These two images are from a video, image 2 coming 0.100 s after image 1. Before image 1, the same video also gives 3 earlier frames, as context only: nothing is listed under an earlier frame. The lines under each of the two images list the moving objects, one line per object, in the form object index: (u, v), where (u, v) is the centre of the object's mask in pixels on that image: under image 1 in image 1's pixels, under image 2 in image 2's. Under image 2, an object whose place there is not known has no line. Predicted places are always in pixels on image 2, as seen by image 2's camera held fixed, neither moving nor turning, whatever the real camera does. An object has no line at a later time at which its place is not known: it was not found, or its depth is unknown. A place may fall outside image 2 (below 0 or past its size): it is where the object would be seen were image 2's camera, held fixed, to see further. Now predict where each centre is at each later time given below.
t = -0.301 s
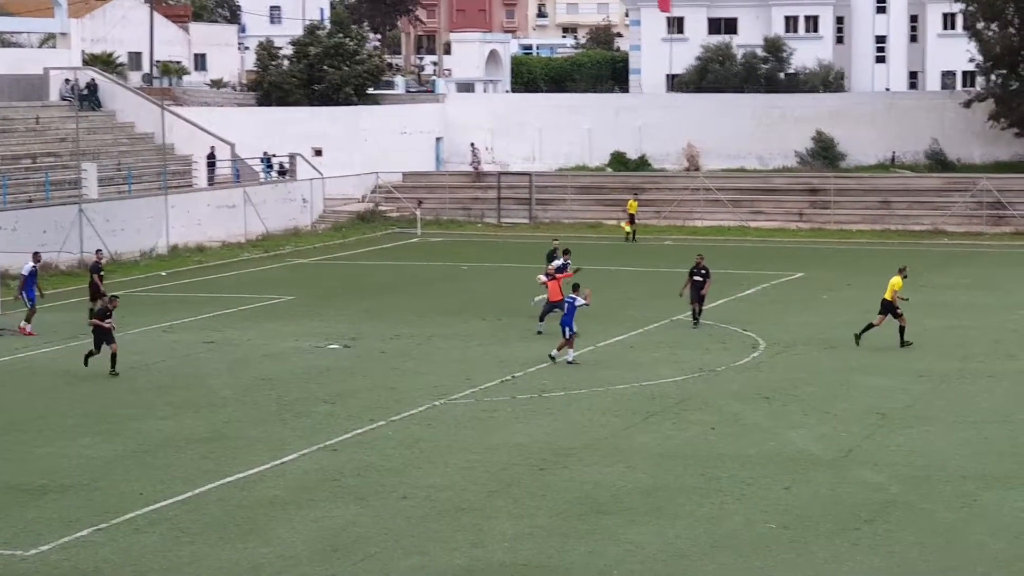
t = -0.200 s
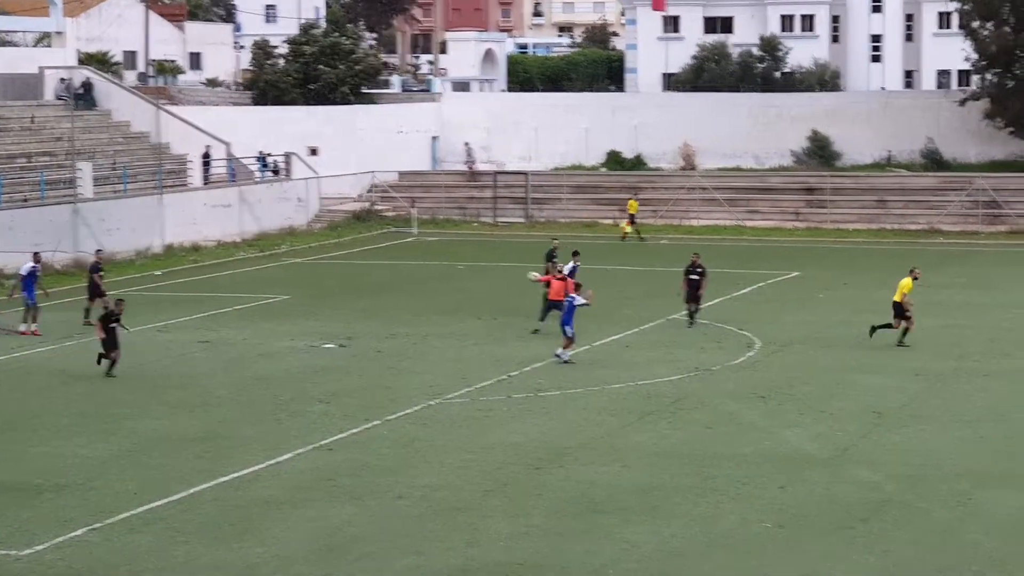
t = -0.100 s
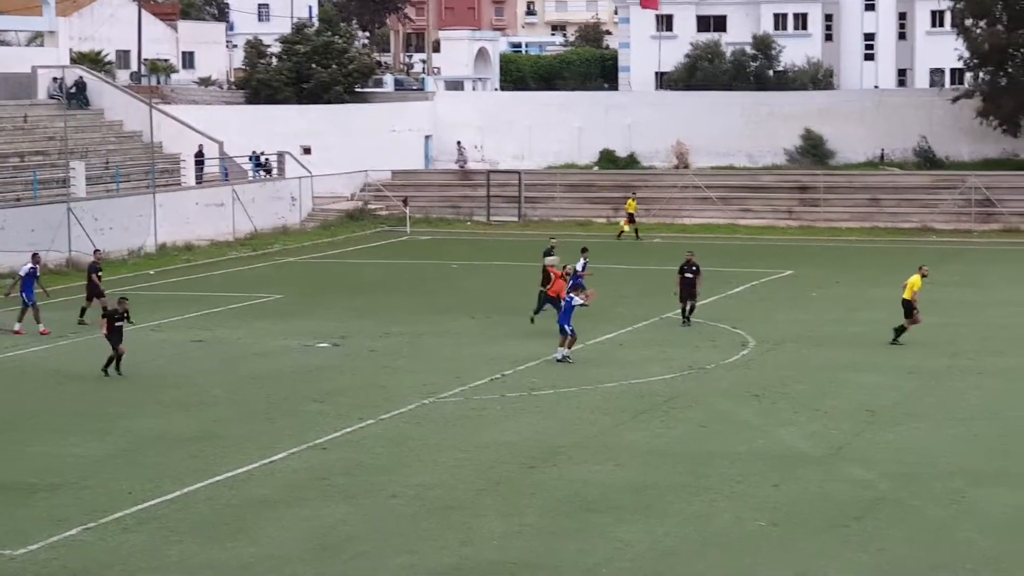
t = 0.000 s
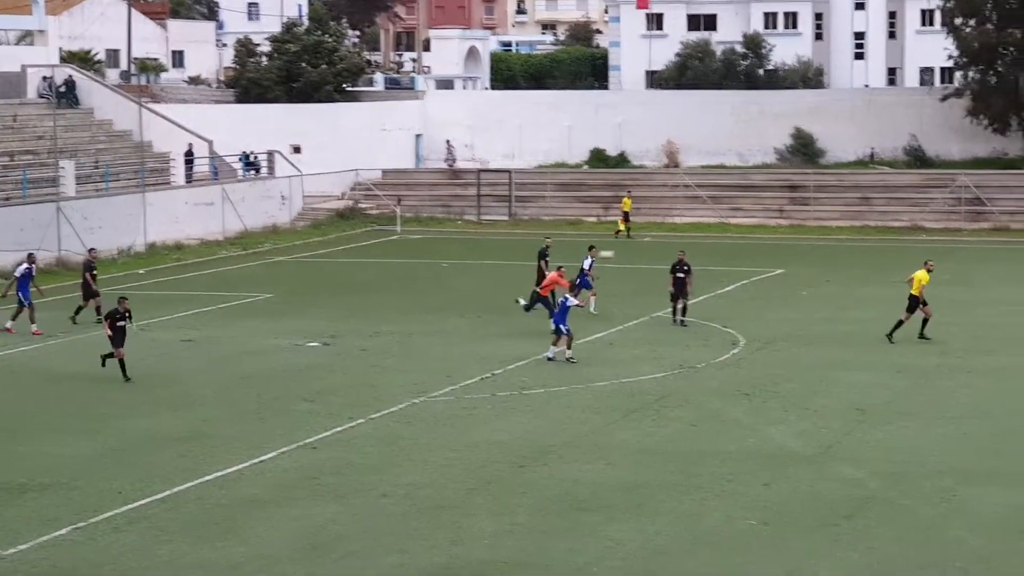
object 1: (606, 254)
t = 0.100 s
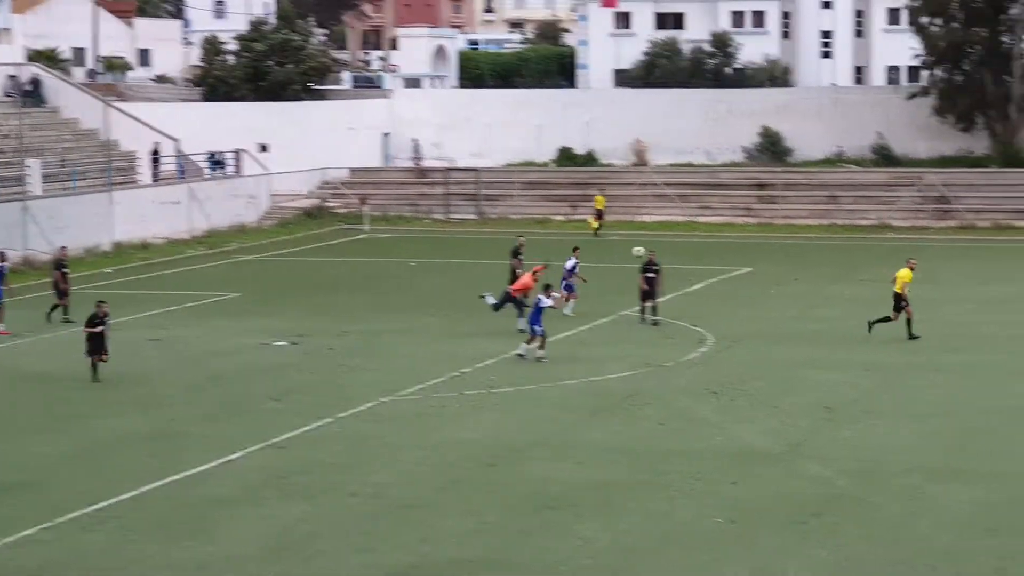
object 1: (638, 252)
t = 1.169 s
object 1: (1302, 442)
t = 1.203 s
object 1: (1322, 440)
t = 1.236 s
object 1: (1342, 439)
